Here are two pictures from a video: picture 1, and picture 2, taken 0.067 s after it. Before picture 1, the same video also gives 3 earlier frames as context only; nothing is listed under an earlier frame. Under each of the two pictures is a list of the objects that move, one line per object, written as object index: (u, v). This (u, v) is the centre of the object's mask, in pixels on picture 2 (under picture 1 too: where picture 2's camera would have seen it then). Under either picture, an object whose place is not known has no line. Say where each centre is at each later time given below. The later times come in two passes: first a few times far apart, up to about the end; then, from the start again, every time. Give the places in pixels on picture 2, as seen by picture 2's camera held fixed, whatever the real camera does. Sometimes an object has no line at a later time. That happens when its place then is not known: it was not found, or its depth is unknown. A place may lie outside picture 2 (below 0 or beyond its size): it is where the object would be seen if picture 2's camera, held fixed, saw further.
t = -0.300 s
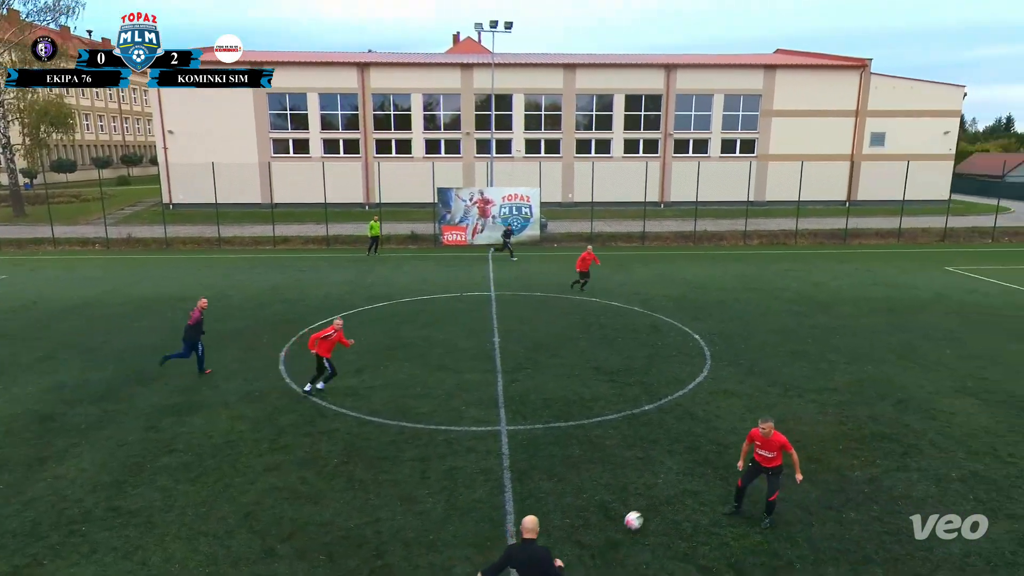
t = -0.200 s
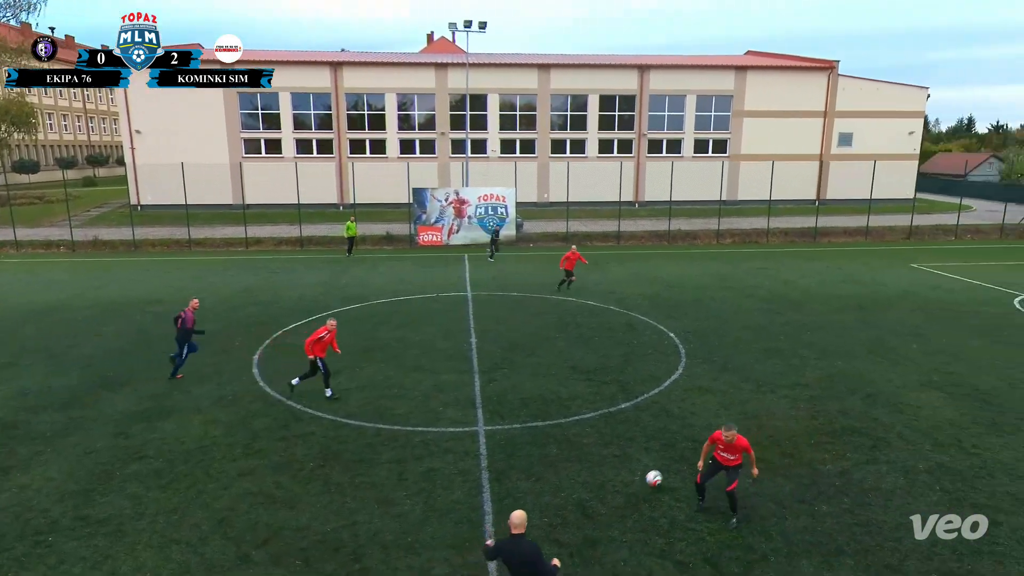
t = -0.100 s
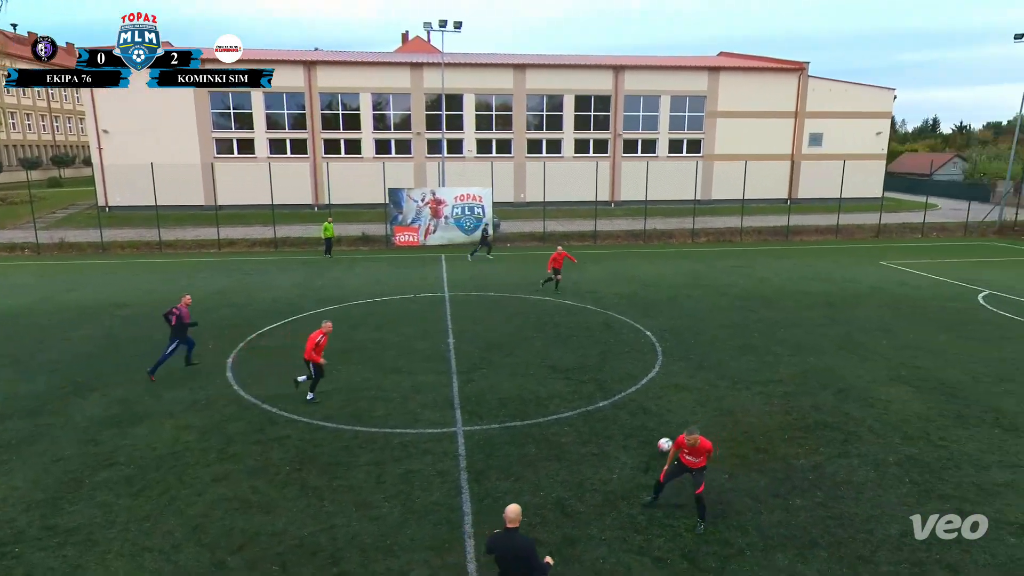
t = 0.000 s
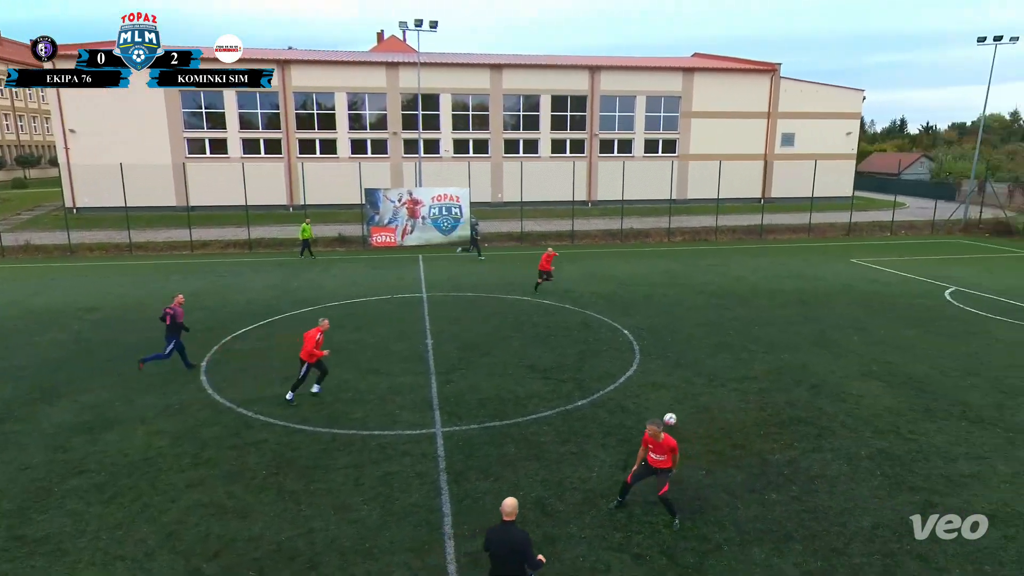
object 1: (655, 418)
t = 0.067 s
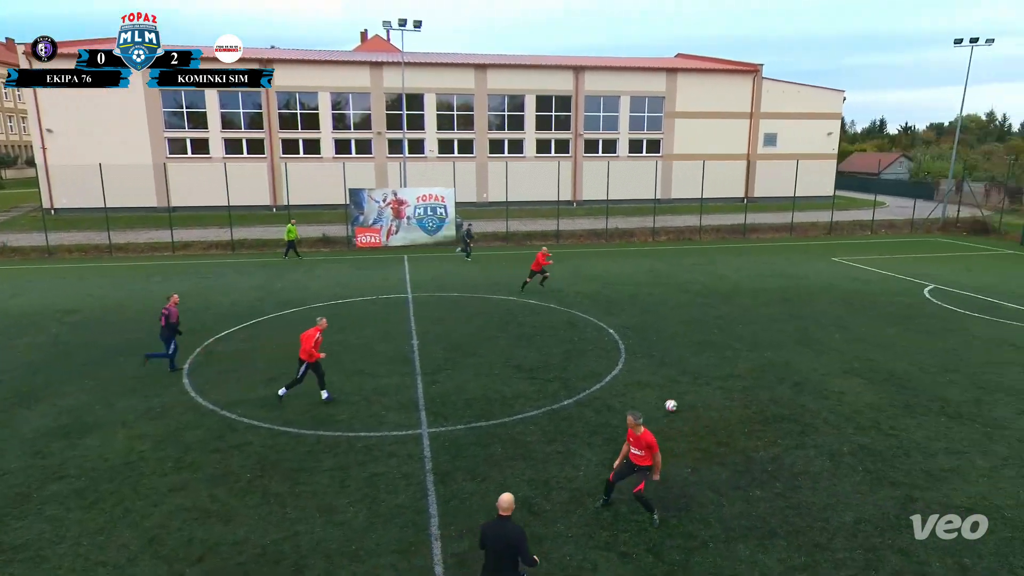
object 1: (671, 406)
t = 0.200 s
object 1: (698, 385)
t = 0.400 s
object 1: (731, 364)
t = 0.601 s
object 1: (759, 348)
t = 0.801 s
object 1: (782, 334)
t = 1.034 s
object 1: (804, 322)
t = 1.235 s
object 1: (821, 314)
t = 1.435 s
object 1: (836, 305)
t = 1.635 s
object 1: (849, 299)
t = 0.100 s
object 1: (678, 399)
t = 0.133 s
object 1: (685, 394)
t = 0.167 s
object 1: (691, 389)
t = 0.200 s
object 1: (698, 385)
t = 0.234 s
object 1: (704, 381)
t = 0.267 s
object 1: (710, 376)
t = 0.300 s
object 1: (715, 372)
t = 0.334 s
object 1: (721, 369)
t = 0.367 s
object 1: (726, 366)
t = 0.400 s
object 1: (731, 364)
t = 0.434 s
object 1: (736, 360)
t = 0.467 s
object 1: (741, 357)
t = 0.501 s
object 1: (745, 354)
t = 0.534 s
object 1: (750, 351)
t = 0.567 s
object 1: (754, 350)
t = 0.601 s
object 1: (759, 348)
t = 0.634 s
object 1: (763, 345)
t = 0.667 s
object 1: (767, 343)
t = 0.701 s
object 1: (771, 340)
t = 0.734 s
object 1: (774, 339)
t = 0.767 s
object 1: (778, 337)
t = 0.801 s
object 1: (782, 334)
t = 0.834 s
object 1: (785, 332)
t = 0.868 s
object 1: (788, 330)
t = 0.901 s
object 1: (792, 328)
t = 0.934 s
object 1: (795, 327)
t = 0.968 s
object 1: (798, 326)
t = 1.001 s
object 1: (801, 324)
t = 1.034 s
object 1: (804, 322)
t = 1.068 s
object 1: (807, 321)
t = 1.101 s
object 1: (810, 319)
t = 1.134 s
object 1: (813, 317)
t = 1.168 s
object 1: (816, 316)
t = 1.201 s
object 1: (818, 315)
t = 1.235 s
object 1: (821, 314)
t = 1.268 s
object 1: (823, 312)
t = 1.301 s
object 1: (826, 311)
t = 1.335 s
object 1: (829, 309)
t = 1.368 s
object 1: (831, 308)
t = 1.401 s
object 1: (833, 306)
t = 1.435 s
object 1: (836, 305)
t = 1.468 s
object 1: (838, 304)
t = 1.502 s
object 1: (840, 303)
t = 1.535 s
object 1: (843, 302)
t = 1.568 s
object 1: (845, 301)
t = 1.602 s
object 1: (847, 300)
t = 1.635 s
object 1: (849, 299)
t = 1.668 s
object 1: (851, 298)
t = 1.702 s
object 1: (853, 296)
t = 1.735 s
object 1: (856, 295)
